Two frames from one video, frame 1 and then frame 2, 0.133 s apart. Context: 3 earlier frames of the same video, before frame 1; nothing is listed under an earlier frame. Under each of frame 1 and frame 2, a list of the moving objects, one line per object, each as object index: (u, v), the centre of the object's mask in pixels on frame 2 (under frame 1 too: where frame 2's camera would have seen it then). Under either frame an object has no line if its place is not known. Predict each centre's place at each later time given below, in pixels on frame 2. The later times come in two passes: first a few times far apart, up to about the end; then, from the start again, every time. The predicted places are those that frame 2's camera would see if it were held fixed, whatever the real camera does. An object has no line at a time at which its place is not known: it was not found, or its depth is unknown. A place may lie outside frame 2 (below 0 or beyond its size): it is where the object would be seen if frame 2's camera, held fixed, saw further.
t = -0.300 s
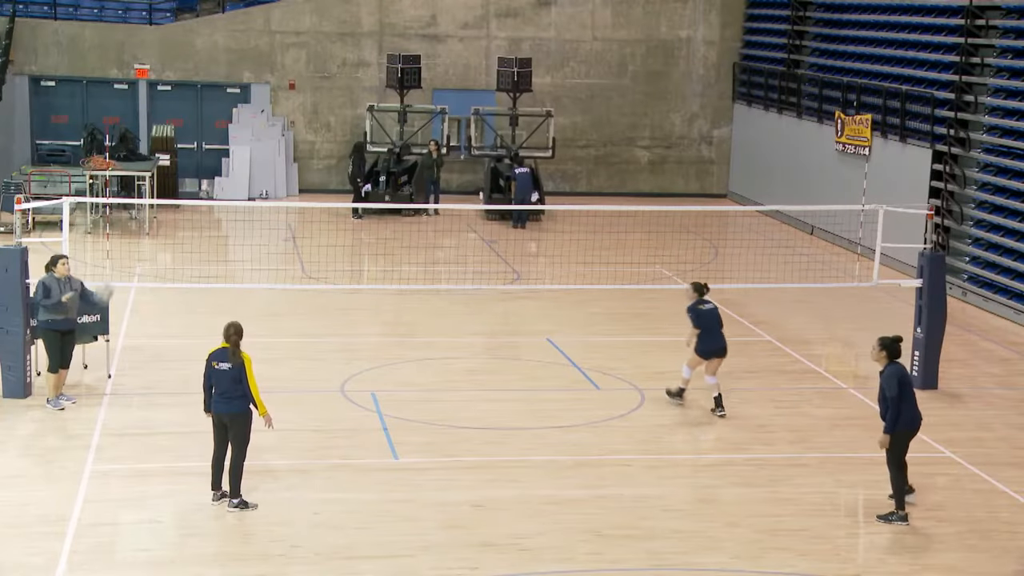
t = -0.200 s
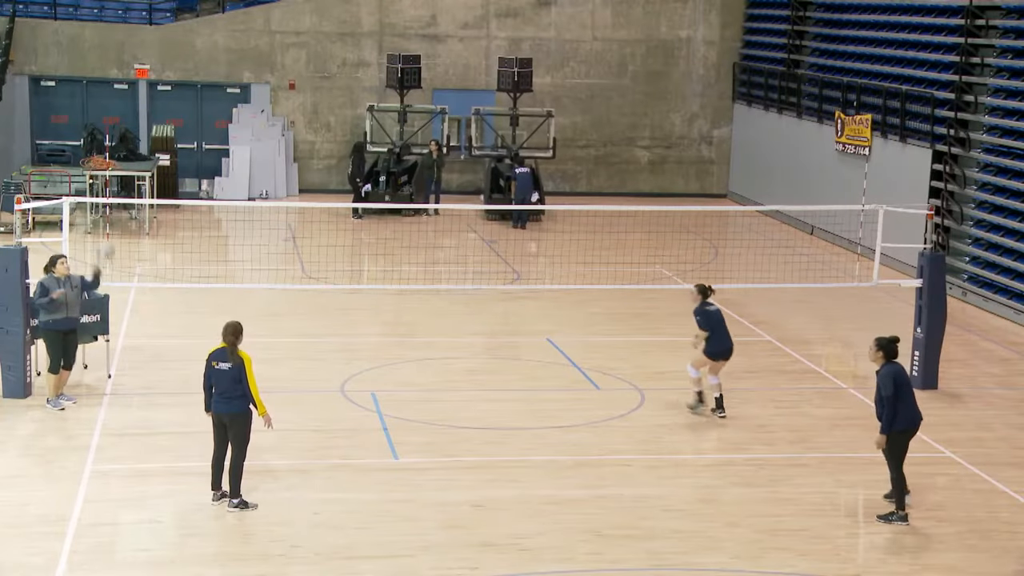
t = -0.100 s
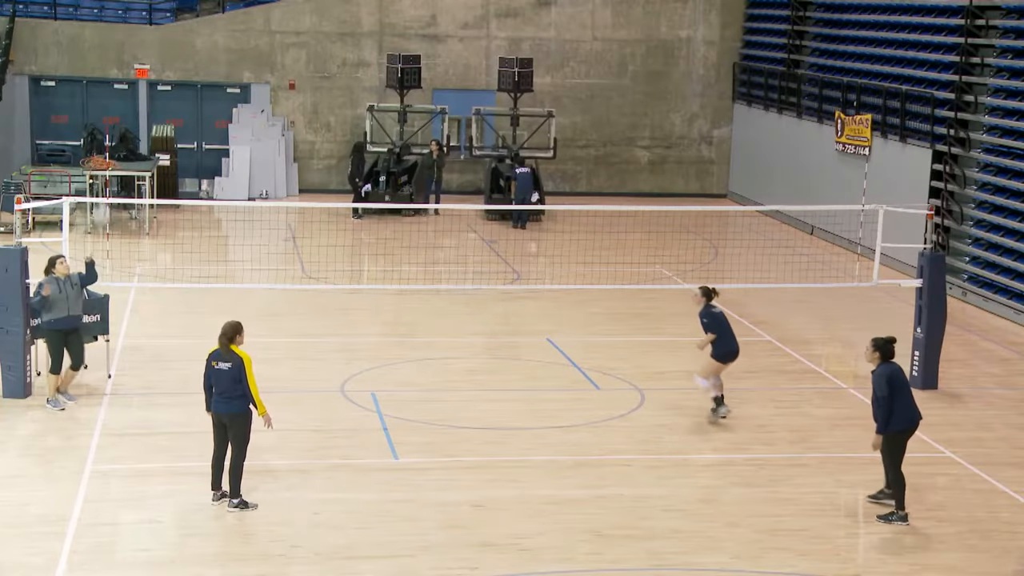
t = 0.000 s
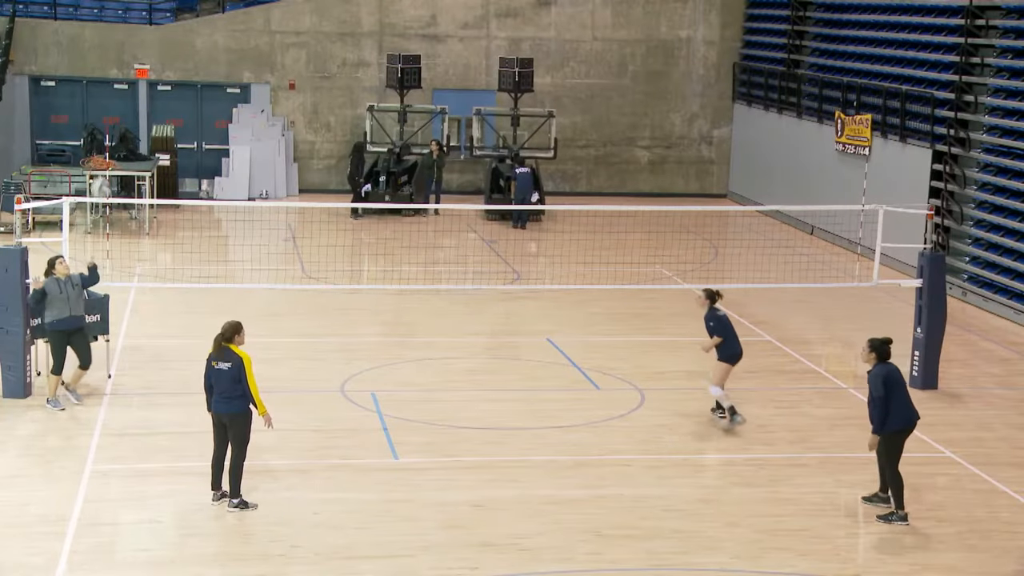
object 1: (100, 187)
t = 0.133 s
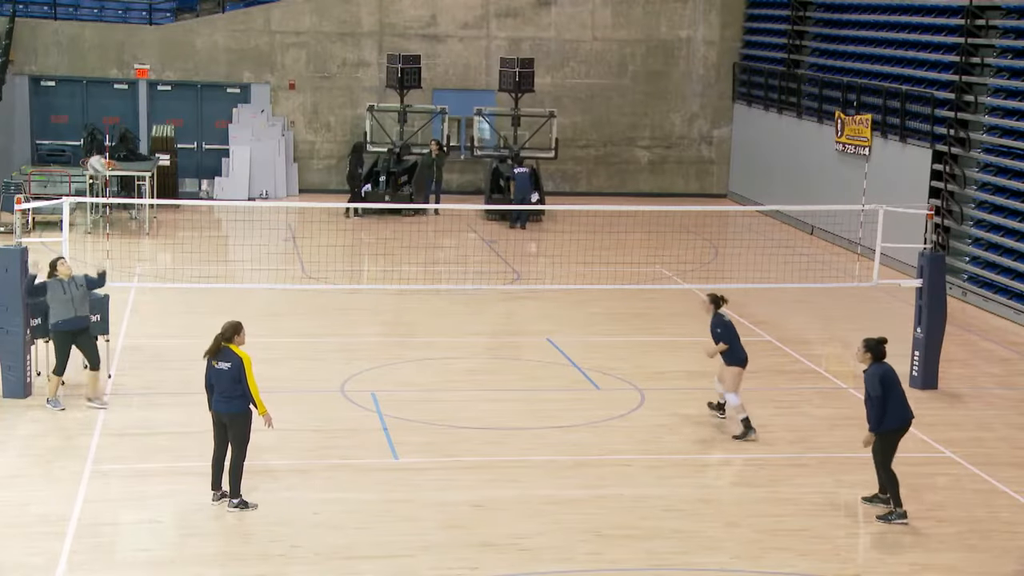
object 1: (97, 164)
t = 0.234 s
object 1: (96, 159)
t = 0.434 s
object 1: (93, 172)
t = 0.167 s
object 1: (96, 162)
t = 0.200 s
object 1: (96, 161)
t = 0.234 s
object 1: (96, 159)
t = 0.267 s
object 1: (95, 160)
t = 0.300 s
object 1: (94, 160)
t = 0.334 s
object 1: (94, 161)
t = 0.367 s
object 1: (94, 163)
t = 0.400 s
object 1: (93, 167)
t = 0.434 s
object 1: (93, 172)
